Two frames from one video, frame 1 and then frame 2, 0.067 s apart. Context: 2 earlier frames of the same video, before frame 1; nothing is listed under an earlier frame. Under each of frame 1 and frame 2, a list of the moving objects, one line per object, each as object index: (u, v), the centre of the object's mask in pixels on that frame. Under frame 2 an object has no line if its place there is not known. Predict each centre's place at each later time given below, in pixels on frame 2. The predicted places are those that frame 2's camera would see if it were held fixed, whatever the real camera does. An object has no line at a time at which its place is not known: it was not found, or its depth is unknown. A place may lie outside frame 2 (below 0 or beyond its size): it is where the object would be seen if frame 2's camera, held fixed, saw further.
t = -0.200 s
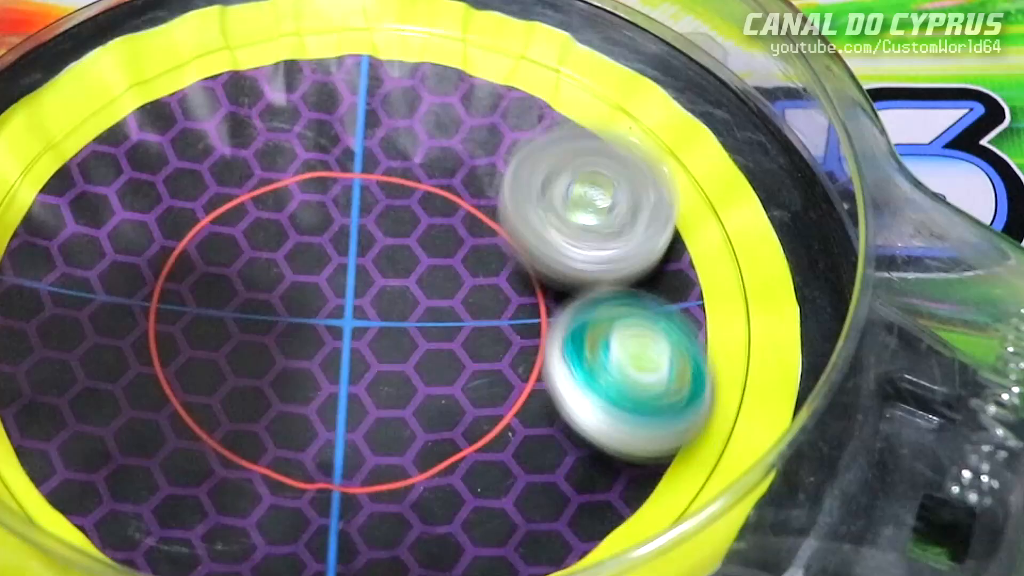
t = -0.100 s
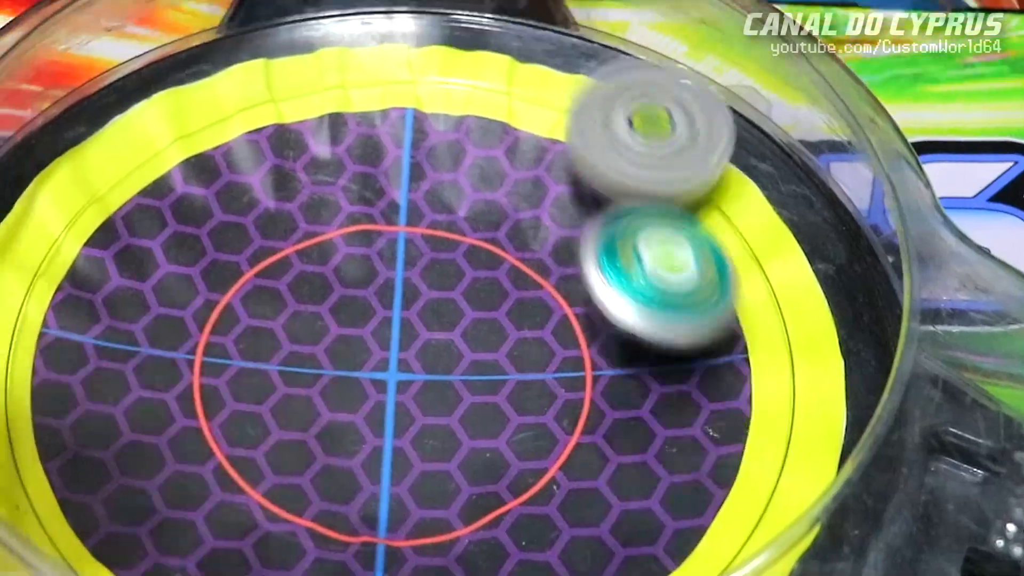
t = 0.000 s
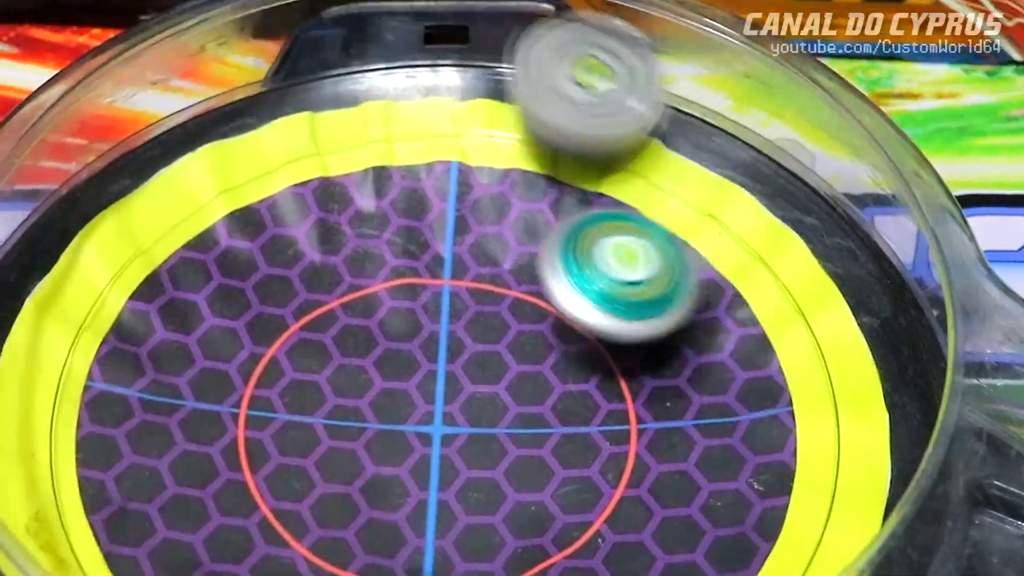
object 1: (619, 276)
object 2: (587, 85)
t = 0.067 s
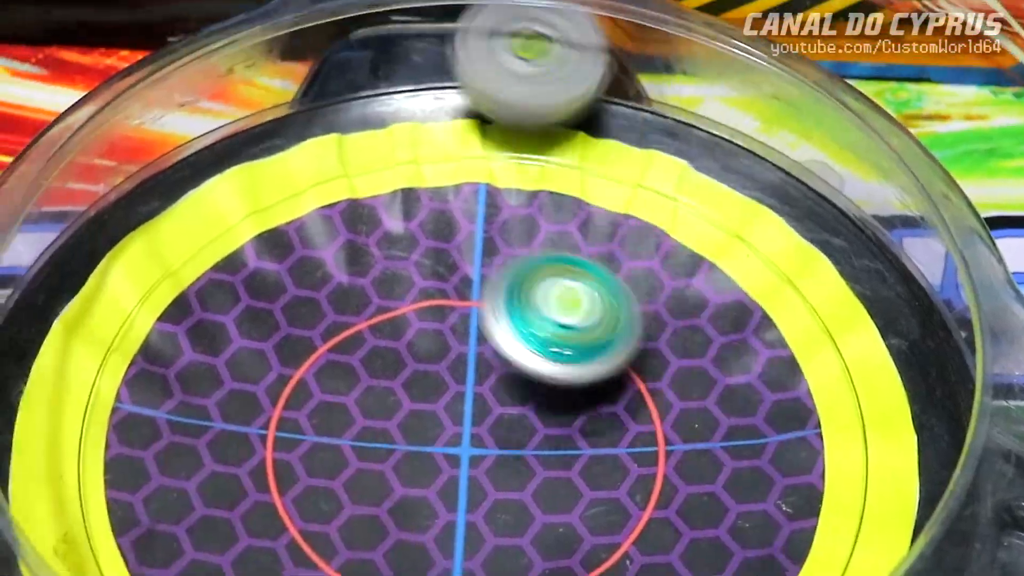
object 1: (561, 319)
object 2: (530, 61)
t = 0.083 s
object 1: (538, 316)
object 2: (511, 58)
